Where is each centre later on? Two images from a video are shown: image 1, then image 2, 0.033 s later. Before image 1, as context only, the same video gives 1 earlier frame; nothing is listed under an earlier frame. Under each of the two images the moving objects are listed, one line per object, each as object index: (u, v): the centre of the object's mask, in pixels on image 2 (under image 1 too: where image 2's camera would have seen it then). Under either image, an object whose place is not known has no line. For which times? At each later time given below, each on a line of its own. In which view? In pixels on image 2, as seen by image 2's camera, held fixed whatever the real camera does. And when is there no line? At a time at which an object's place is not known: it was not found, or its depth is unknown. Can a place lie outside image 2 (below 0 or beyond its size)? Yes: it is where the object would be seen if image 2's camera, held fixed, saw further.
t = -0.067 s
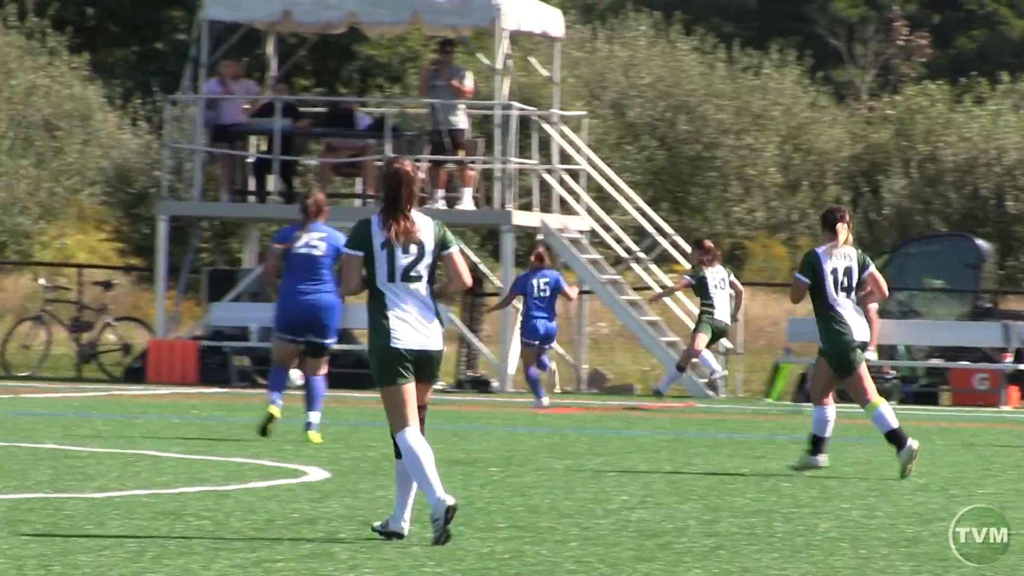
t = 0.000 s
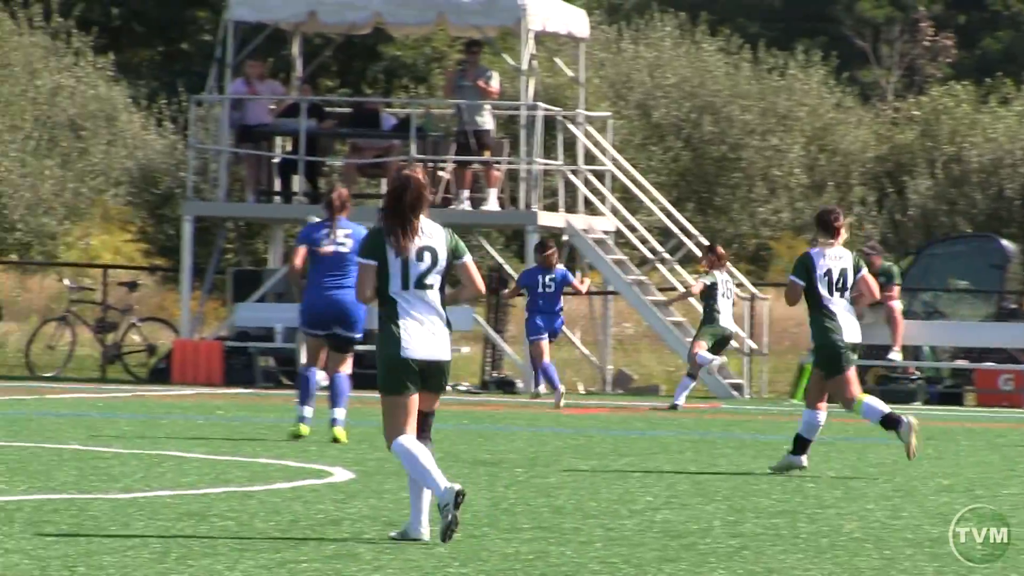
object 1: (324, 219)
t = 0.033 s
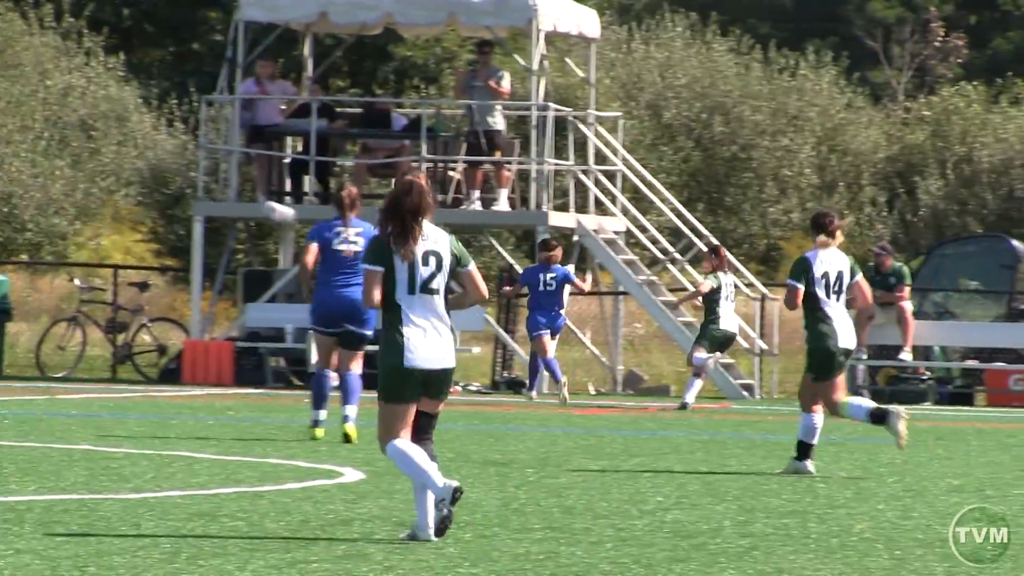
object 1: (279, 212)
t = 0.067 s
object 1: (228, 196)
